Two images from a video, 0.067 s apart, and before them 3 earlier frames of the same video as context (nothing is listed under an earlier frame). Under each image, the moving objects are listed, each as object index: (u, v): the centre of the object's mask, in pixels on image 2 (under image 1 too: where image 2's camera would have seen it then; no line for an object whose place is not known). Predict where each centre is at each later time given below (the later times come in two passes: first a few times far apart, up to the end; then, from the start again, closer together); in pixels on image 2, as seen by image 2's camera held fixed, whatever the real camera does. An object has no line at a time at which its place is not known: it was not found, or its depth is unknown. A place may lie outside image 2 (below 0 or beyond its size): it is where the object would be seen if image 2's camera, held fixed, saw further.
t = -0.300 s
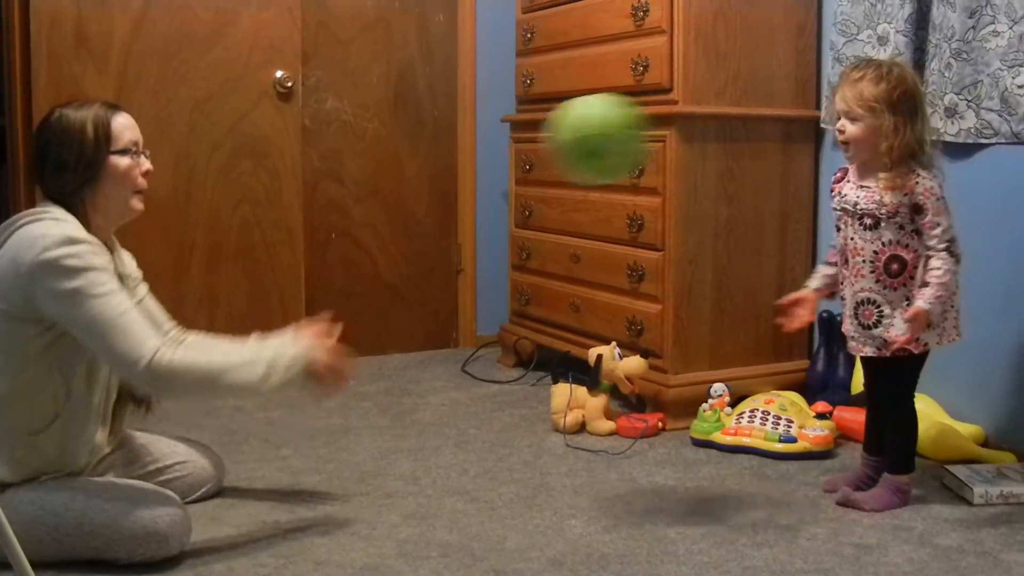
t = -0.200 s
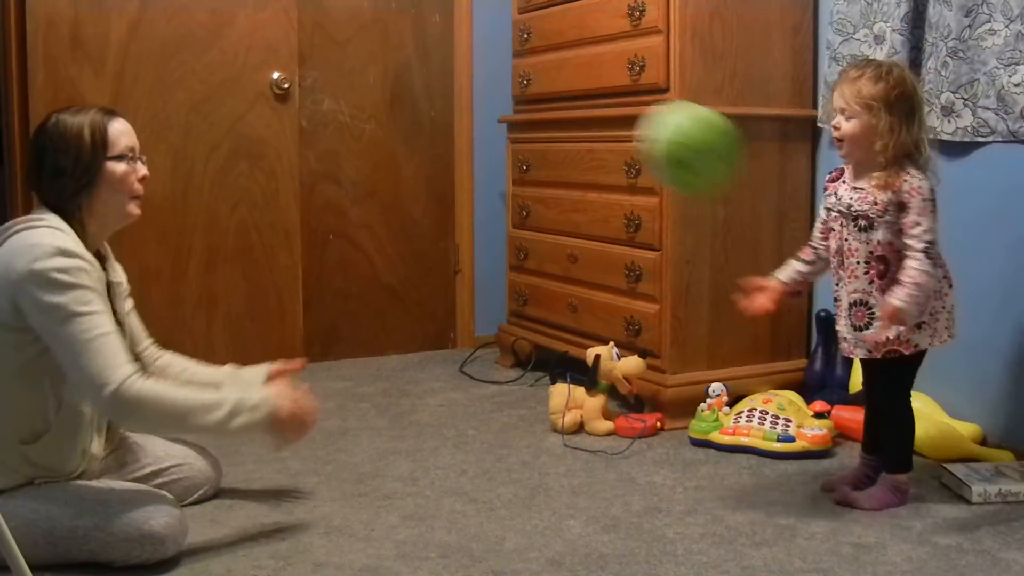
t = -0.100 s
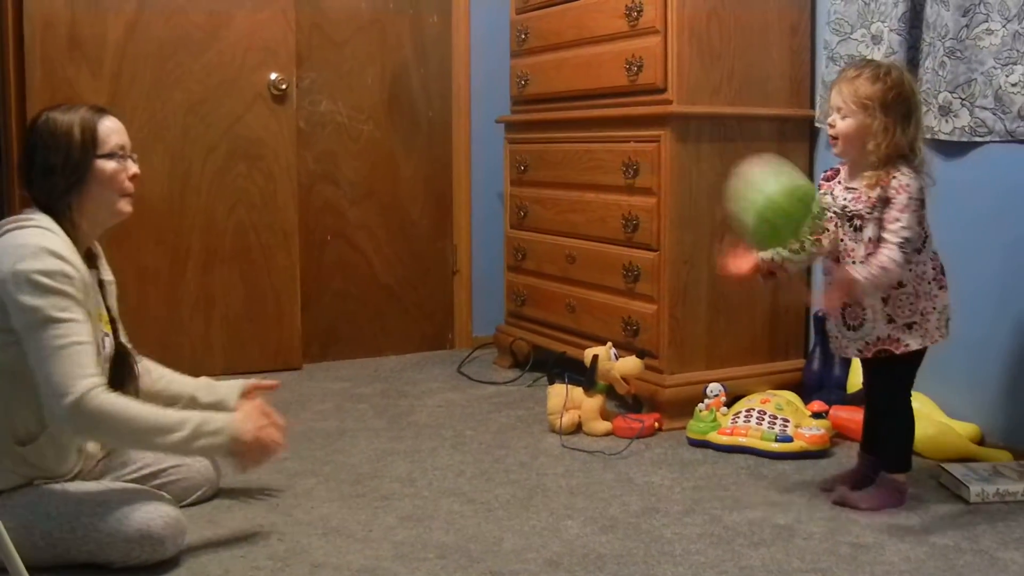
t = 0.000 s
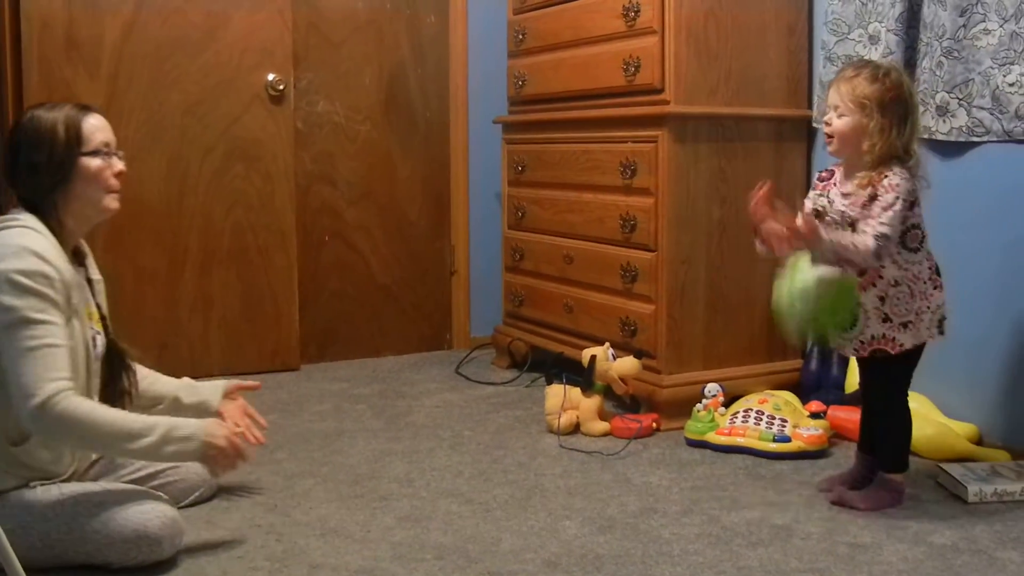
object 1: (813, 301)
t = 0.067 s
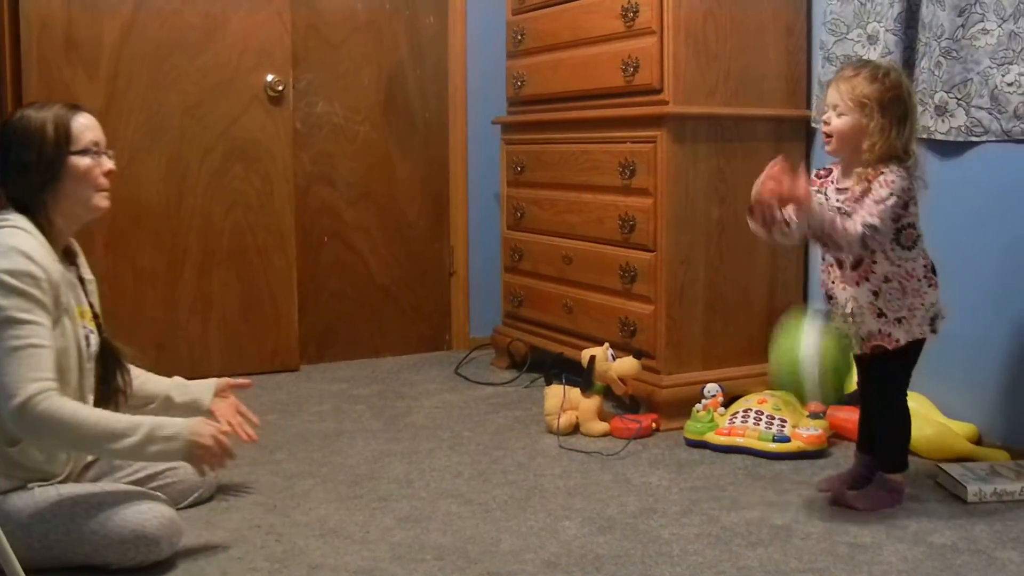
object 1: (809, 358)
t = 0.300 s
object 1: (763, 395)
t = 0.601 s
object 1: (671, 506)
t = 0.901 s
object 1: (589, 524)
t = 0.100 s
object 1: (809, 396)
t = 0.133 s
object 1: (805, 461)
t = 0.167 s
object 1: (800, 480)
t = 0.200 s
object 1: (793, 456)
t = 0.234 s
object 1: (783, 428)
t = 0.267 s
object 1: (772, 410)
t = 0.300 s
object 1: (763, 395)
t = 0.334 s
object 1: (754, 387)
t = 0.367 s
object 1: (745, 384)
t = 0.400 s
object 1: (735, 385)
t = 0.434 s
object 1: (725, 392)
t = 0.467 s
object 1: (715, 405)
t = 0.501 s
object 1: (702, 426)
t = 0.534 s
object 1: (692, 452)
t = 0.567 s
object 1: (682, 485)
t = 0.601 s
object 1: (671, 506)
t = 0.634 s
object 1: (662, 486)
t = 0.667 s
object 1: (655, 474)
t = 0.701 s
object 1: (646, 466)
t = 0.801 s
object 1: (621, 471)
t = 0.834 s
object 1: (612, 484)
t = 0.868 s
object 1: (601, 506)
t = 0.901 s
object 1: (589, 524)
